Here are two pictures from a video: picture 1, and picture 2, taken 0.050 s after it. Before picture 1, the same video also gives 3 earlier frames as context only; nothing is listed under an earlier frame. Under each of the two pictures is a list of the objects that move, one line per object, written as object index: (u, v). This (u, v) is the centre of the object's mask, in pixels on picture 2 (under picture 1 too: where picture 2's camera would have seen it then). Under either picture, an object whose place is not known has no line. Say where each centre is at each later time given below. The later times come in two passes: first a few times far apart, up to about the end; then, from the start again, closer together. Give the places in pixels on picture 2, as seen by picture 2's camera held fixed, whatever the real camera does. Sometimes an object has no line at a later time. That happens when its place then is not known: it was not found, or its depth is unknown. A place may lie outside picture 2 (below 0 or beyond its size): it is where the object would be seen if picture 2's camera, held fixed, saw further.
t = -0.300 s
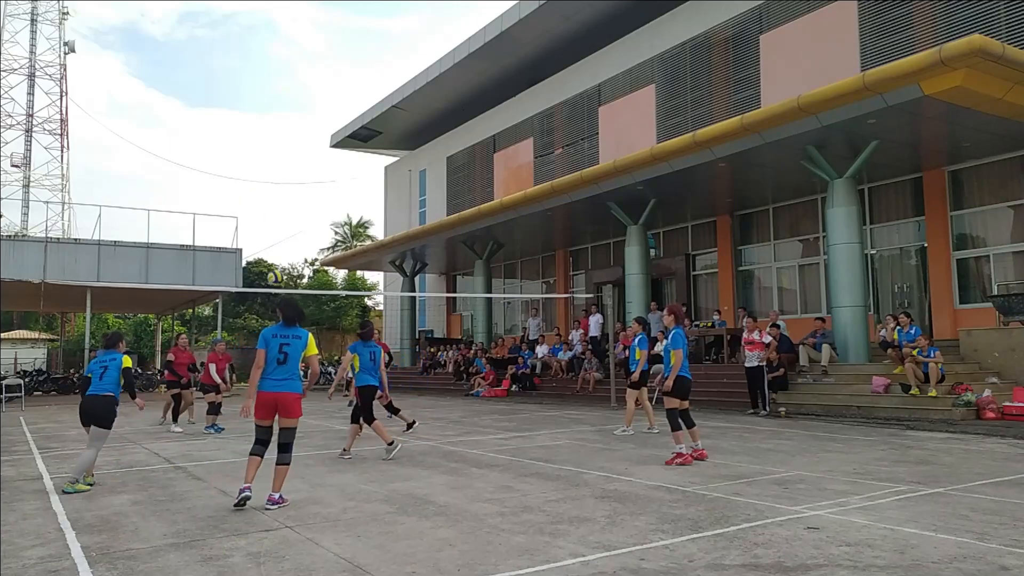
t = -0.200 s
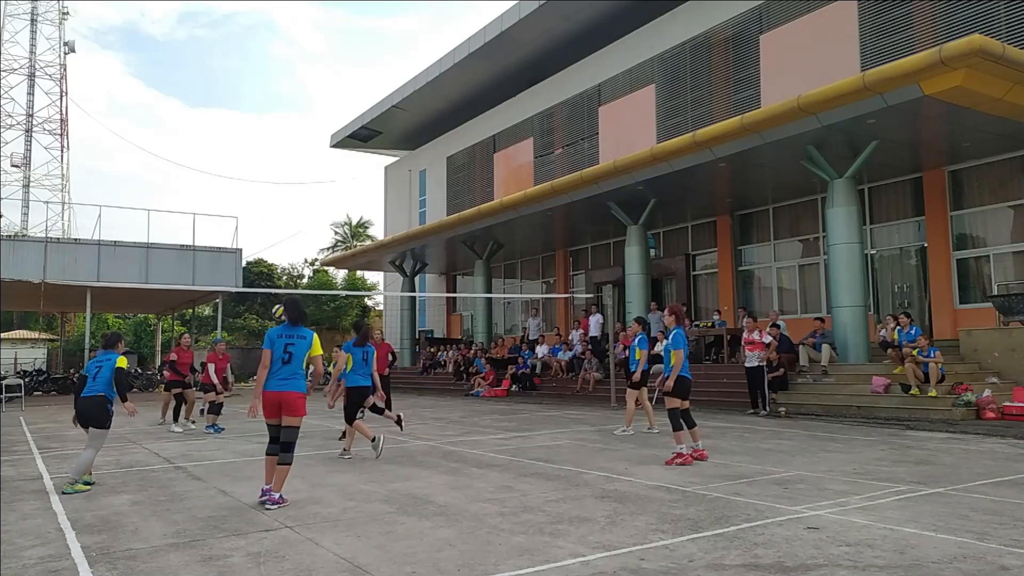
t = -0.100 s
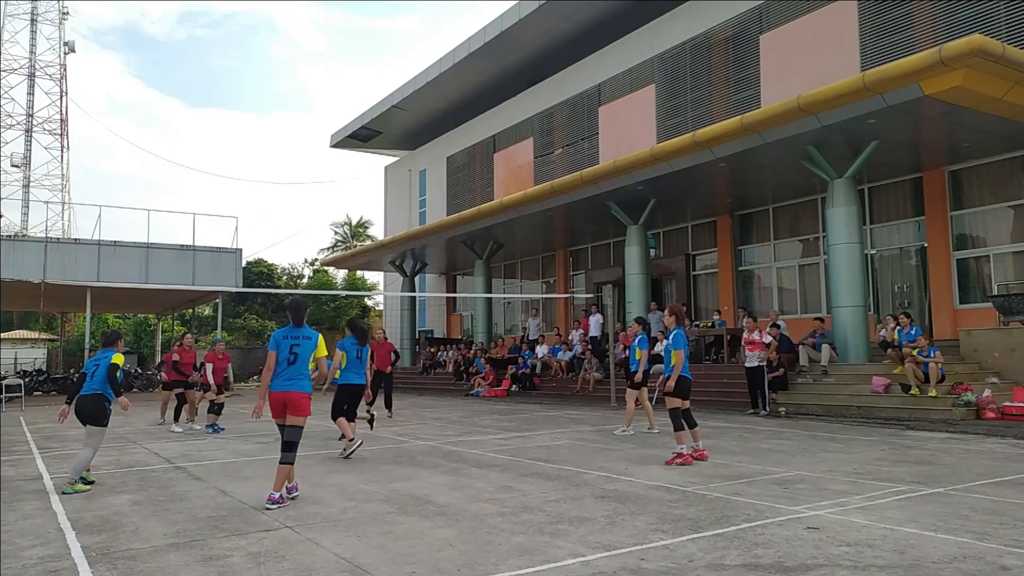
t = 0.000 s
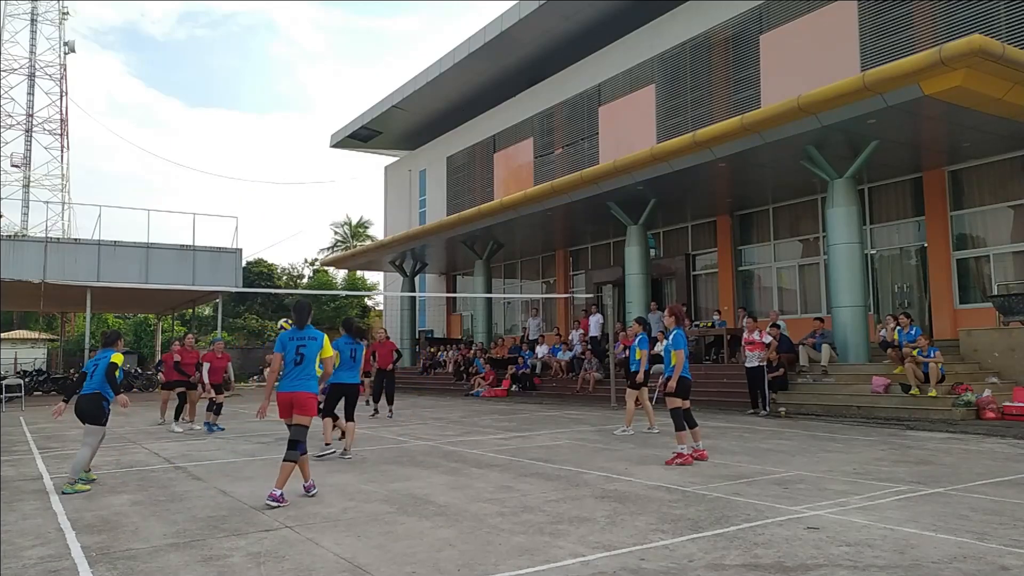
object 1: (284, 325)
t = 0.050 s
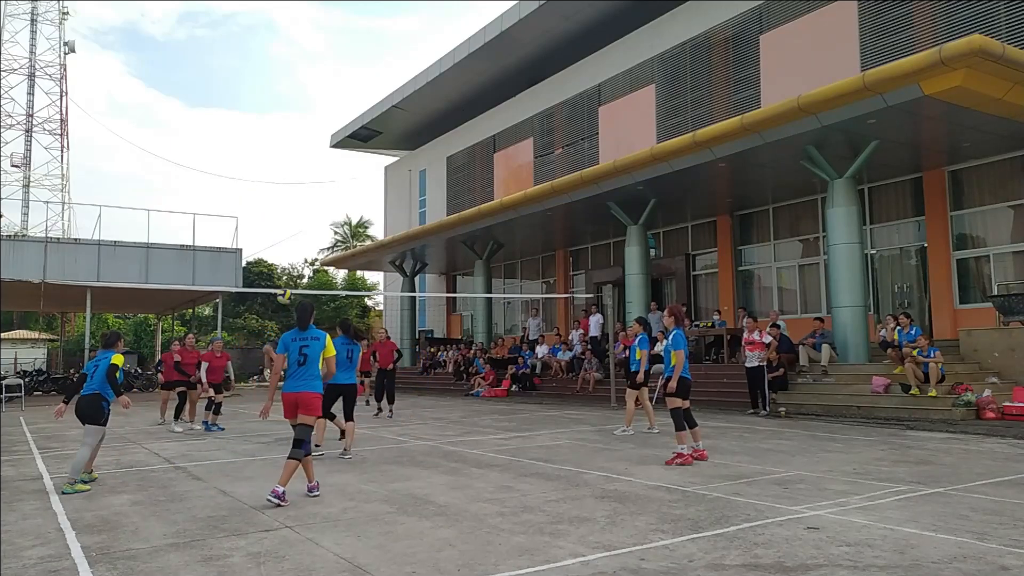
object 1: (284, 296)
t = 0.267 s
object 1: (285, 190)
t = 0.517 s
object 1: (286, 110)
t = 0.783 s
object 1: (288, 74)
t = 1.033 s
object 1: (290, 85)
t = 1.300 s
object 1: (290, 143)
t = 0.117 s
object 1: (285, 259)
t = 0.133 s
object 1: (285, 251)
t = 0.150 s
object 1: (285, 242)
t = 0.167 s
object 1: (285, 234)
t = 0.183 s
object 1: (285, 226)
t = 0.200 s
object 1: (285, 219)
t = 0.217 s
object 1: (285, 211)
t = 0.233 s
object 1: (285, 204)
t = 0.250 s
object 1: (285, 197)
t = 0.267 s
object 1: (285, 190)
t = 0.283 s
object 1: (285, 183)
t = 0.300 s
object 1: (285, 176)
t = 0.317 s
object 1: (285, 170)
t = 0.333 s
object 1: (285, 164)
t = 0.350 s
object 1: (285, 158)
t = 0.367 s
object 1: (286, 153)
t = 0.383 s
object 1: (285, 147)
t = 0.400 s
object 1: (286, 142)
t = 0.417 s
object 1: (286, 137)
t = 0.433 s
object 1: (286, 132)
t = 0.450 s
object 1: (286, 127)
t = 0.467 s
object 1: (286, 123)
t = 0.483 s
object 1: (286, 118)
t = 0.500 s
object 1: (286, 114)
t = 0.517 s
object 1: (286, 110)
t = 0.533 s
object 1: (286, 107)
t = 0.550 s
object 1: (286, 103)
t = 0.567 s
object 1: (287, 100)
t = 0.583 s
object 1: (287, 97)
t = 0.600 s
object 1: (287, 94)
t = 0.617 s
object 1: (287, 91)
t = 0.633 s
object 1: (287, 89)
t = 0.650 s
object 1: (287, 86)
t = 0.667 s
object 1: (287, 84)
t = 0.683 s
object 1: (287, 82)
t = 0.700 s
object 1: (288, 80)
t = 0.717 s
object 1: (288, 79)
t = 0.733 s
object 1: (288, 77)
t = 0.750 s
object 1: (288, 76)
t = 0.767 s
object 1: (288, 75)
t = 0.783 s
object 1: (288, 74)
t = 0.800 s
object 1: (288, 74)
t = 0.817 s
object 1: (288, 73)
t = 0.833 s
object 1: (288, 73)
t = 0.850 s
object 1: (289, 73)
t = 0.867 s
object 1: (289, 73)
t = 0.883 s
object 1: (289, 73)
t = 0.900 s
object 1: (289, 74)
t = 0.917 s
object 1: (289, 74)
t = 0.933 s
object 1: (289, 75)
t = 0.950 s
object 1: (289, 77)
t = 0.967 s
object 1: (289, 78)
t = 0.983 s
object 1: (289, 79)
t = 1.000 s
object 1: (289, 81)
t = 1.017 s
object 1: (290, 83)
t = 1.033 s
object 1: (290, 85)
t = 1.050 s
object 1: (290, 87)
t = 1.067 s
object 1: (290, 89)
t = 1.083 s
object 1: (290, 92)
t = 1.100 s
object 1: (290, 95)
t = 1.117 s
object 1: (290, 98)
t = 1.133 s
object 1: (290, 101)
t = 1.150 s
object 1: (290, 104)
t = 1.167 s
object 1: (290, 108)
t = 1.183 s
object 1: (290, 111)
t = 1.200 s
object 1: (290, 115)
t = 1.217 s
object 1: (290, 119)
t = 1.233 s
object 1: (290, 124)
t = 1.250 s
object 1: (290, 128)
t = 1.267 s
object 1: (290, 133)
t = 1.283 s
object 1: (290, 138)
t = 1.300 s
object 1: (290, 143)
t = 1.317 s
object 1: (290, 148)
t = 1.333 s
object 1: (290, 154)
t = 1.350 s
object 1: (290, 159)
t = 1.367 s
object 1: (290, 165)
